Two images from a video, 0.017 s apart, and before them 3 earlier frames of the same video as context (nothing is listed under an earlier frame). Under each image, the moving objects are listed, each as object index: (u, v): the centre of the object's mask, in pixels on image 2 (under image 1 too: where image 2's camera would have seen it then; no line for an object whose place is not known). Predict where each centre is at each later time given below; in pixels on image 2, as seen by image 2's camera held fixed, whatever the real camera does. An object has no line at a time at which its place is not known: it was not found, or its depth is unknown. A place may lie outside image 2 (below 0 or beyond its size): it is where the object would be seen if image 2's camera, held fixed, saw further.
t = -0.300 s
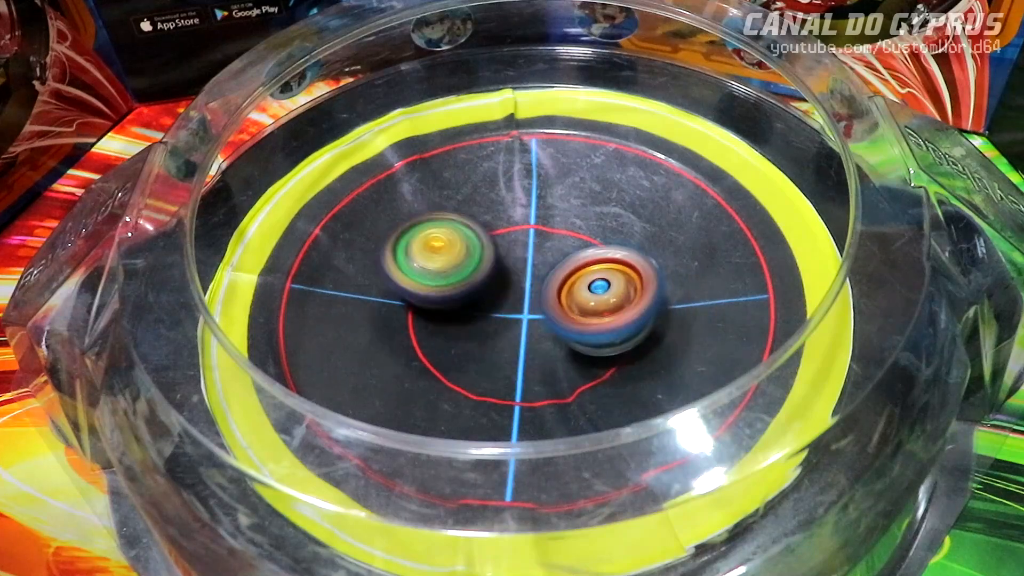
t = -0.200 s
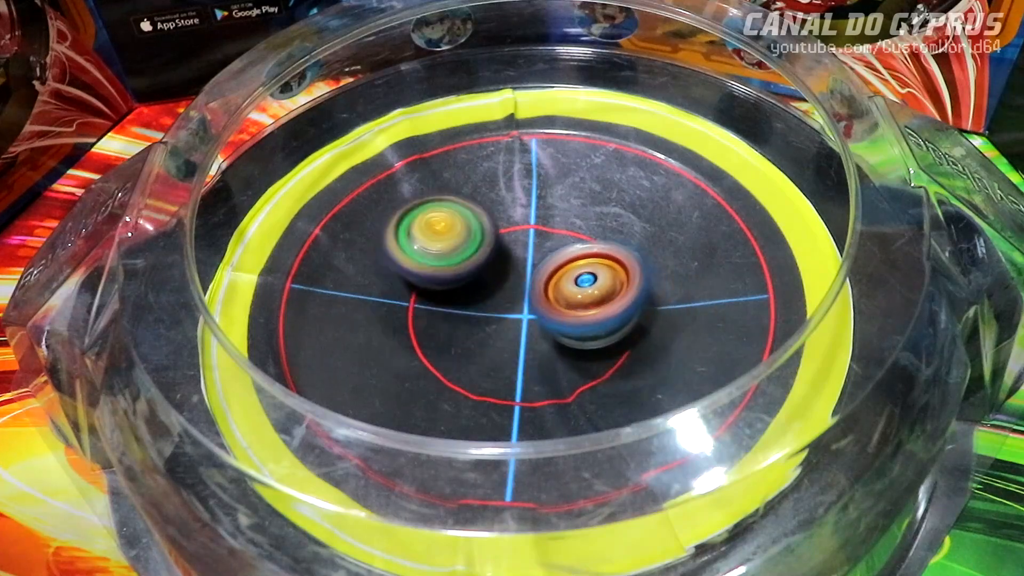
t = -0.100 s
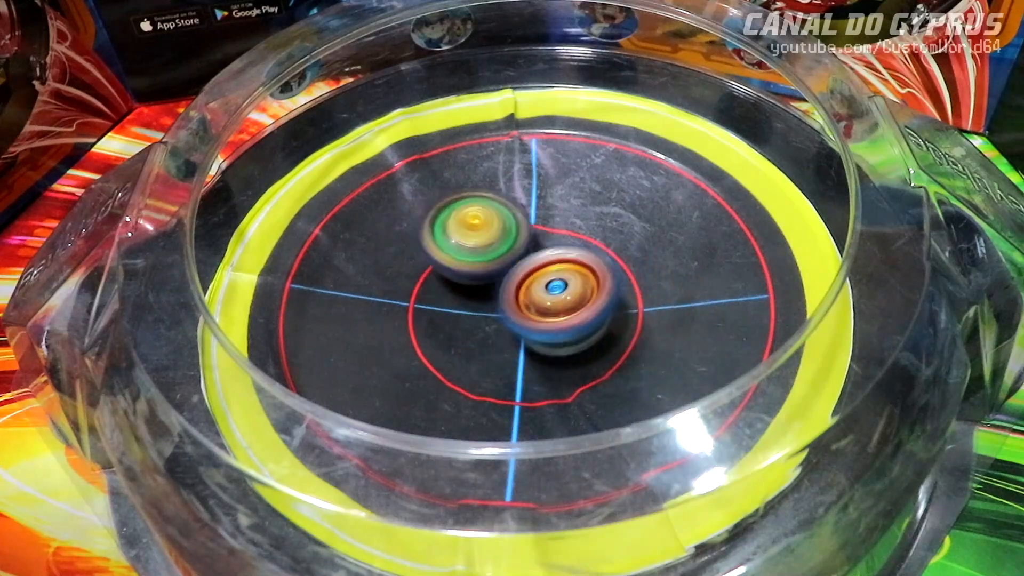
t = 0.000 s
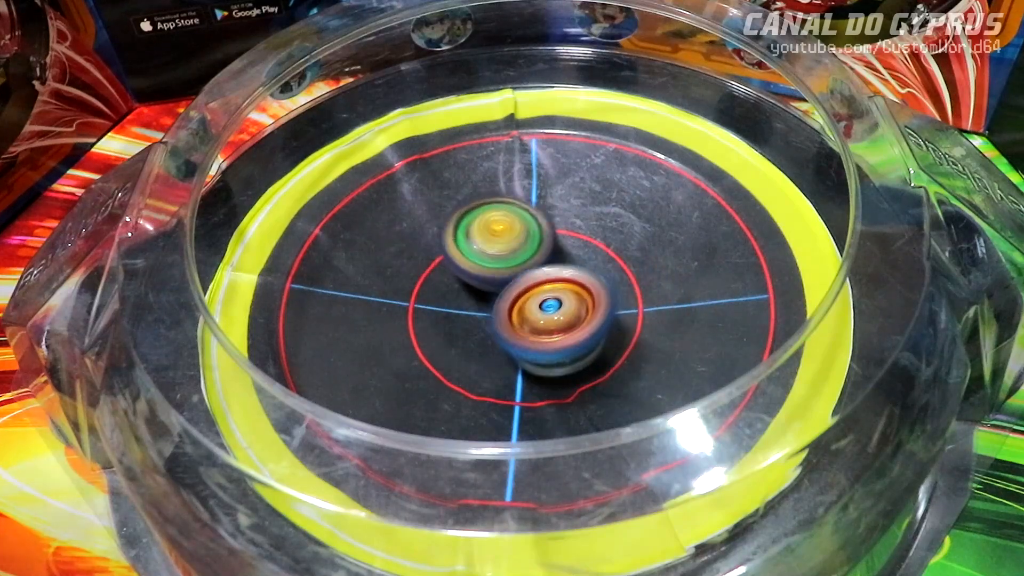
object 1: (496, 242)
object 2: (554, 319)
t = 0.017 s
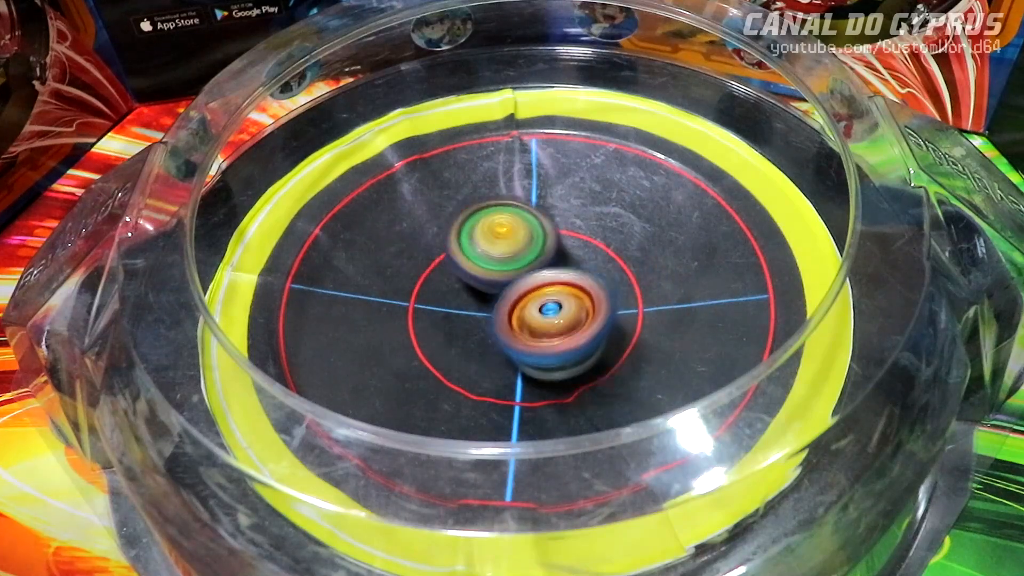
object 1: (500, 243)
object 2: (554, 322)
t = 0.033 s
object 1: (504, 245)
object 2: (555, 327)
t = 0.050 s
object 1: (507, 246)
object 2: (557, 331)
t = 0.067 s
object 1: (510, 247)
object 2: (559, 334)
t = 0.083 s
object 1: (513, 249)
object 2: (561, 336)
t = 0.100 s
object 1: (515, 251)
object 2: (564, 337)
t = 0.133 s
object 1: (519, 256)
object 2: (568, 338)
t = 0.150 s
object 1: (521, 258)
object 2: (571, 339)
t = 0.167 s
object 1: (522, 261)
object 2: (574, 338)
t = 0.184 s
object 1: (523, 263)
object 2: (577, 340)
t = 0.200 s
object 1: (524, 265)
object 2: (580, 340)
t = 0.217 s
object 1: (524, 267)
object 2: (582, 340)
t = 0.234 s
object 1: (524, 268)
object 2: (584, 340)
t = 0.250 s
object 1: (524, 269)
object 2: (585, 341)
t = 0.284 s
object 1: (522, 270)
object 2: (588, 342)
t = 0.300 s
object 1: (522, 271)
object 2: (589, 341)
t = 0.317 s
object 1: (521, 272)
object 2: (591, 342)
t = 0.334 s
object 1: (519, 271)
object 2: (596, 346)
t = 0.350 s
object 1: (516, 271)
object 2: (600, 349)
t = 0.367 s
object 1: (513, 269)
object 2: (604, 349)
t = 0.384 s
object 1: (511, 268)
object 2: (608, 350)
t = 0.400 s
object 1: (510, 269)
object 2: (610, 350)
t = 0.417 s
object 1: (509, 269)
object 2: (611, 350)
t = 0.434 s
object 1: (510, 269)
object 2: (612, 348)
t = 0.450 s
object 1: (511, 270)
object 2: (613, 346)
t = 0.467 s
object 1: (512, 271)
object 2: (613, 345)
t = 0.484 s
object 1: (513, 272)
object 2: (612, 343)
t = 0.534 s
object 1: (516, 276)
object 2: (607, 337)
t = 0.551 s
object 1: (516, 277)
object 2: (605, 335)
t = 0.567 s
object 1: (515, 277)
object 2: (602, 333)
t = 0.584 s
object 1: (514, 277)
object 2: (603, 334)
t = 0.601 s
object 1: (512, 276)
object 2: (603, 334)
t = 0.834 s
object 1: (501, 269)
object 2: (591, 328)
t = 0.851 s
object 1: (501, 269)
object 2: (588, 327)
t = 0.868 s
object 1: (500, 268)
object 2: (588, 326)
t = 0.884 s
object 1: (498, 267)
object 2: (592, 328)
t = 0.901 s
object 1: (495, 266)
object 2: (595, 330)
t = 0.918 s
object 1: (492, 263)
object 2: (597, 330)
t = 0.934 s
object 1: (491, 261)
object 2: (597, 330)
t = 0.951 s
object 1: (489, 260)
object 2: (596, 330)
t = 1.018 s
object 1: (492, 261)
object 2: (588, 325)
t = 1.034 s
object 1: (493, 262)
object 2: (585, 323)
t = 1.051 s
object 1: (494, 262)
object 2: (582, 321)
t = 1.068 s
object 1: (495, 261)
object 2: (580, 320)
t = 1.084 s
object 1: (498, 258)
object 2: (579, 322)
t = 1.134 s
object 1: (504, 250)
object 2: (570, 326)
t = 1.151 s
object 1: (507, 250)
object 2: (567, 326)
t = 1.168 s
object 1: (508, 247)
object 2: (565, 329)
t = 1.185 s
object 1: (507, 244)
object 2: (566, 333)
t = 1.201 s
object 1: (506, 239)
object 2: (567, 337)
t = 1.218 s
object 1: (506, 236)
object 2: (566, 340)
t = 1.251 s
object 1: (507, 233)
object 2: (563, 344)
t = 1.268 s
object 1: (509, 232)
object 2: (561, 345)
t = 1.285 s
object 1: (510, 232)
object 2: (560, 345)
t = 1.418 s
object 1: (528, 242)
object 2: (548, 335)
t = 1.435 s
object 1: (529, 243)
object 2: (547, 332)
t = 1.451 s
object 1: (531, 243)
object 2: (547, 338)
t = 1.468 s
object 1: (526, 230)
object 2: (550, 351)
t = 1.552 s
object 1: (513, 171)
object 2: (552, 394)
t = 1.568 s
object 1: (512, 164)
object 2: (551, 397)
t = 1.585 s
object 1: (512, 159)
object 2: (551, 400)
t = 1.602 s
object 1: (513, 156)
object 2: (551, 400)
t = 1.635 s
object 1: (516, 154)
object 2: (551, 402)
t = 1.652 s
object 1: (520, 153)
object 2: (552, 415)
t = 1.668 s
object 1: (524, 154)
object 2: (552, 415)
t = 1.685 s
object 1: (528, 155)
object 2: (552, 415)
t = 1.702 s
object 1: (531, 155)
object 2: (551, 414)
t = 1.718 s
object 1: (536, 157)
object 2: (550, 414)
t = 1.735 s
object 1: (541, 158)
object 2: (549, 414)
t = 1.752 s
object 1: (545, 160)
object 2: (546, 403)
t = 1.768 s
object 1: (548, 162)
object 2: (546, 402)
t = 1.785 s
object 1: (551, 164)
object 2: (544, 401)
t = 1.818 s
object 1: (557, 169)
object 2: (540, 400)
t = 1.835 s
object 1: (561, 172)
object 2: (537, 399)
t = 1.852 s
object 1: (563, 176)
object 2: (536, 397)
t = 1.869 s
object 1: (565, 179)
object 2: (533, 397)
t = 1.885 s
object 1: (567, 182)
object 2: (530, 396)
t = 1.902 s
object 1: (569, 187)
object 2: (527, 395)
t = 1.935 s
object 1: (571, 194)
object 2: (522, 391)
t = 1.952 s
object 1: (572, 199)
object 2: (519, 389)
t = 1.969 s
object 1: (572, 204)
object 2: (516, 388)
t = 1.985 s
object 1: (572, 209)
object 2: (514, 385)
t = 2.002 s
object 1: (573, 214)
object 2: (512, 383)
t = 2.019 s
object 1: (572, 219)
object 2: (510, 379)
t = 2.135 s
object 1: (563, 257)
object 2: (500, 350)
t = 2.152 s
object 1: (561, 259)
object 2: (499, 345)
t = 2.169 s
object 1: (561, 260)
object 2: (495, 345)
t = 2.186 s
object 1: (564, 250)
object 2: (483, 356)
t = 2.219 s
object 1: (571, 227)
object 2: (458, 377)
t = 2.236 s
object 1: (574, 216)
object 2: (450, 382)
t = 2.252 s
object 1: (576, 207)
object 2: (442, 385)
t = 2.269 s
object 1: (577, 199)
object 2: (437, 387)
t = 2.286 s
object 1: (578, 193)
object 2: (431, 387)
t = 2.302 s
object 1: (579, 190)
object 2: (427, 387)
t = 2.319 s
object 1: (579, 188)
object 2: (423, 387)
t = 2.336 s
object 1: (578, 188)
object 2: (419, 386)
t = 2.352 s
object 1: (579, 190)
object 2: (416, 386)
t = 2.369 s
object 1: (579, 192)
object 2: (414, 385)
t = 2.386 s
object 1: (579, 196)
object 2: (412, 384)
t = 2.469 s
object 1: (581, 215)
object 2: (403, 377)
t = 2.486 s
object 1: (581, 220)
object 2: (401, 375)
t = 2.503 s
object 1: (582, 225)
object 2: (401, 373)
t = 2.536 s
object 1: (580, 236)
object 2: (400, 367)
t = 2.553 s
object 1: (580, 241)
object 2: (399, 364)
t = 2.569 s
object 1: (579, 247)
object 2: (399, 361)
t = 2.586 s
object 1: (577, 252)
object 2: (400, 358)
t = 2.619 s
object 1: (575, 261)
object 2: (401, 350)
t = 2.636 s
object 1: (573, 266)
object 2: (402, 347)
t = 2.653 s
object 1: (570, 272)
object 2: (403, 343)
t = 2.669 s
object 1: (567, 276)
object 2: (405, 340)
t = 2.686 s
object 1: (564, 281)
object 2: (406, 336)
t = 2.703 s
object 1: (561, 285)
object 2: (408, 332)
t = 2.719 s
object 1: (558, 289)
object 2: (411, 329)
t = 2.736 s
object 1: (554, 292)
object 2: (414, 325)
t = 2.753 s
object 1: (551, 296)
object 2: (417, 321)
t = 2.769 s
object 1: (548, 299)
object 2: (420, 317)
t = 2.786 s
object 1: (554, 299)
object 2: (414, 315)
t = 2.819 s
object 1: (580, 296)
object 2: (390, 306)
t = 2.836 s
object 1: (588, 295)
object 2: (381, 302)
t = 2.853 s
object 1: (597, 295)
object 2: (377, 298)
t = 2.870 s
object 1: (603, 295)
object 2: (373, 294)
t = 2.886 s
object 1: (606, 295)
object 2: (371, 290)
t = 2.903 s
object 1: (610, 297)
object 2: (369, 288)
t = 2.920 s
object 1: (612, 299)
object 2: (369, 285)
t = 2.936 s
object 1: (611, 302)
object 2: (368, 282)
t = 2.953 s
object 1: (609, 305)
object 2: (367, 280)
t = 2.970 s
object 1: (608, 309)
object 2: (368, 277)
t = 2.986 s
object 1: (605, 314)
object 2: (368, 274)
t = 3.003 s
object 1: (602, 317)
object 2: (368, 272)
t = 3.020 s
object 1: (599, 320)
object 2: (369, 269)
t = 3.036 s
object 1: (595, 324)
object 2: (370, 266)
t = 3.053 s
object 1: (591, 326)
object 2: (371, 263)
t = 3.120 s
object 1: (574, 334)
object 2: (378, 253)
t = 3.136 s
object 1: (570, 336)
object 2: (379, 251)
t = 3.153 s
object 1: (567, 338)
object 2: (383, 248)
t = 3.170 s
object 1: (563, 339)
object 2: (385, 246)
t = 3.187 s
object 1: (558, 340)
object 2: (389, 244)
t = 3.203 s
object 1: (554, 341)
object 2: (392, 241)
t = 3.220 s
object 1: (550, 342)
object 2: (395, 239)
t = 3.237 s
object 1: (545, 342)
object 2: (399, 237)
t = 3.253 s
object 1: (541, 342)
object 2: (403, 236)
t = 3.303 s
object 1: (530, 341)
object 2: (417, 231)
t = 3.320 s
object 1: (526, 340)
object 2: (421, 230)
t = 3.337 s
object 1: (522, 339)
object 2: (426, 229)
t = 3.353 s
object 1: (519, 337)
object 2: (431, 228)
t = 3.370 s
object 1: (515, 336)
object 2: (436, 227)
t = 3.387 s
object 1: (512, 334)
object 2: (442, 226)
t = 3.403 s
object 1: (510, 332)
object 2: (447, 225)
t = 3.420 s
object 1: (507, 330)
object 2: (452, 224)
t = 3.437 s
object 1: (505, 328)
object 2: (457, 225)
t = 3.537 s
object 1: (504, 326)
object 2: (485, 215)
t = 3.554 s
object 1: (504, 324)
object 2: (490, 215)
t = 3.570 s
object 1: (504, 323)
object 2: (495, 214)
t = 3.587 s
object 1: (505, 322)
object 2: (498, 214)
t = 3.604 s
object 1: (505, 323)
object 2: (502, 214)
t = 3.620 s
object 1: (506, 327)
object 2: (506, 208)
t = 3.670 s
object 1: (508, 332)
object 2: (516, 202)
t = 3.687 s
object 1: (507, 332)
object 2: (518, 201)
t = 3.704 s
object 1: (506, 332)
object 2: (521, 201)
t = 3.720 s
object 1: (506, 333)
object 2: (524, 201)
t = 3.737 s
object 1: (505, 333)
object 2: (526, 201)
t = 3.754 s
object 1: (505, 332)
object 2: (529, 201)
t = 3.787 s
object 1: (504, 332)
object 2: (534, 202)
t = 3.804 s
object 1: (503, 331)
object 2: (537, 203)
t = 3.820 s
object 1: (504, 331)
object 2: (539, 205)
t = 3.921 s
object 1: (503, 326)
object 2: (550, 217)
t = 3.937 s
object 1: (504, 324)
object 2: (552, 220)
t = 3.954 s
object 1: (505, 323)
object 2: (554, 223)
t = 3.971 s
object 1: (505, 323)
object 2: (555, 225)
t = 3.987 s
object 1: (499, 334)
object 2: (562, 220)
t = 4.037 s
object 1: (478, 362)
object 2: (580, 199)
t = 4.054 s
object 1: (474, 368)
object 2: (585, 194)
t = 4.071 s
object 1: (469, 372)
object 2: (589, 192)
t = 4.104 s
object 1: (464, 375)
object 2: (596, 193)
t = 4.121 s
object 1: (462, 376)
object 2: (599, 193)
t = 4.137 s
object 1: (460, 374)
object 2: (600, 194)
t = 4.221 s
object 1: (456, 364)
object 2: (610, 201)
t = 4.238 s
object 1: (455, 362)
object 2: (611, 204)
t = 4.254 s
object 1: (455, 359)
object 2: (614, 207)
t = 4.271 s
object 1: (455, 356)
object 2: (615, 209)
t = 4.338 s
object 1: (456, 344)
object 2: (618, 221)
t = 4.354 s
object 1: (456, 342)
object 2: (620, 225)
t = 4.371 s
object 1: (459, 338)
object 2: (620, 228)
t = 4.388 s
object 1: (459, 335)
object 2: (620, 232)
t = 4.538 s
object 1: (479, 309)
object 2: (610, 270)
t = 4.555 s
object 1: (481, 306)
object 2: (609, 275)
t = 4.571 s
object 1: (482, 303)
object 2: (610, 277)
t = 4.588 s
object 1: (482, 301)
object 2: (613, 279)
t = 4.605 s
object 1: (482, 299)
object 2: (617, 284)
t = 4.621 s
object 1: (481, 296)
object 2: (622, 286)
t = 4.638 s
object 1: (480, 294)
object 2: (627, 289)
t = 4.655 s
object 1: (481, 292)
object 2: (632, 293)
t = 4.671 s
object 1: (483, 290)
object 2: (634, 295)
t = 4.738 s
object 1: (492, 284)
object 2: (640, 305)
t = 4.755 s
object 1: (496, 283)
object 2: (641, 307)
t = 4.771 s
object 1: (499, 281)
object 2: (640, 309)
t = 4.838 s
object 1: (512, 276)
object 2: (635, 319)
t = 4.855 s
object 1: (516, 275)
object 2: (633, 321)
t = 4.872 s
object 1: (519, 275)
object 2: (630, 323)
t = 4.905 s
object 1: (526, 273)
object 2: (625, 326)
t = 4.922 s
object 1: (529, 273)
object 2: (621, 327)
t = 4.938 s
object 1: (532, 272)
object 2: (616, 328)
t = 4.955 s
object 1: (529, 269)
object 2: (618, 331)
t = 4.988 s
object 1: (517, 255)
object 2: (626, 341)
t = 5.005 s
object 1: (511, 249)
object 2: (627, 345)
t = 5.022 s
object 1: (507, 243)
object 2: (626, 349)
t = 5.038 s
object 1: (503, 239)
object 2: (625, 351)
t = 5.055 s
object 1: (502, 235)
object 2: (622, 354)
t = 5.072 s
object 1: (501, 233)
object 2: (619, 356)
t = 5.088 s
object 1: (500, 231)
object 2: (617, 357)
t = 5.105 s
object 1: (502, 229)
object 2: (613, 359)
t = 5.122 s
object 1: (504, 229)
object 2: (610, 360)
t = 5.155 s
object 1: (508, 226)
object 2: (602, 361)
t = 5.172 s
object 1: (510, 226)
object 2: (598, 361)
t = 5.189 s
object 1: (513, 225)
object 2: (594, 361)
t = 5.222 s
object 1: (518, 225)
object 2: (586, 359)
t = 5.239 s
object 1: (521, 225)
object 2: (581, 359)
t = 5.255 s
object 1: (523, 226)
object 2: (575, 357)
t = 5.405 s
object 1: (536, 234)
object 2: (516, 334)
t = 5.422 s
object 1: (538, 235)
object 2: (508, 330)
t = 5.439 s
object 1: (540, 230)
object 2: (495, 332)
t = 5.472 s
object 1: (547, 216)
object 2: (466, 339)
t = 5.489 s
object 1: (550, 212)
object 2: (453, 342)
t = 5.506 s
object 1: (553, 209)
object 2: (440, 344)
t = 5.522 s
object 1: (555, 208)
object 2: (428, 344)
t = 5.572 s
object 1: (558, 206)
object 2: (393, 347)
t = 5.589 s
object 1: (560, 206)
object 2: (382, 346)
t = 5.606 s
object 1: (561, 207)
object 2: (372, 346)
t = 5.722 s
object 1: (563, 217)
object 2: (321, 340)
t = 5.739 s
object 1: (564, 219)
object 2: (317, 339)
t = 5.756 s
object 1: (563, 222)
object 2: (313, 337)
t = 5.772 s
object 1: (563, 225)
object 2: (311, 336)
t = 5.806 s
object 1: (561, 231)
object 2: (307, 333)
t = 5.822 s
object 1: (562, 234)
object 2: (306, 332)
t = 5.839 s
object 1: (561, 237)
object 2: (306, 331)
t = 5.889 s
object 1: (556, 248)
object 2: (308, 325)
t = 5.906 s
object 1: (555, 251)
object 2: (310, 323)
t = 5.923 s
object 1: (554, 254)
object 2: (313, 321)
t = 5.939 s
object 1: (552, 257)
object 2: (315, 319)
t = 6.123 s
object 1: (524, 284)
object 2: (371, 292)
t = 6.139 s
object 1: (521, 287)
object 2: (377, 290)
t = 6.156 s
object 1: (518, 289)
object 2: (385, 287)
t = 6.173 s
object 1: (518, 291)
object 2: (388, 284)
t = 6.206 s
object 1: (532, 290)
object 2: (383, 279)
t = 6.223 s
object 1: (539, 291)
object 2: (382, 276)
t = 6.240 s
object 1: (542, 292)
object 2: (384, 274)
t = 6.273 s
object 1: (547, 293)
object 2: (388, 269)
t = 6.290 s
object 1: (549, 294)
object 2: (391, 266)
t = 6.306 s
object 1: (550, 295)
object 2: (395, 265)
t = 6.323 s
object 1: (549, 297)
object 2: (398, 263)
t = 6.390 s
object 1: (546, 301)
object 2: (419, 260)
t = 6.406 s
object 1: (546, 304)
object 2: (424, 258)
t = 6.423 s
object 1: (549, 305)
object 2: (426, 258)
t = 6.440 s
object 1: (551, 307)
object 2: (428, 255)
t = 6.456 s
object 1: (552, 309)
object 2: (430, 253)
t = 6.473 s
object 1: (553, 311)
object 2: (434, 252)
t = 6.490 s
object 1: (552, 313)
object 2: (437, 250)
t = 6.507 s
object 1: (552, 316)
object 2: (440, 250)
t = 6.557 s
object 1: (550, 321)
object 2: (454, 247)
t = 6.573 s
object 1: (548, 323)
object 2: (458, 245)
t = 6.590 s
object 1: (549, 327)
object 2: (465, 246)
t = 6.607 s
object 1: (552, 330)
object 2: (468, 241)
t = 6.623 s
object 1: (554, 333)
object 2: (470, 238)
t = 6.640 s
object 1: (556, 337)
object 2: (474, 235)
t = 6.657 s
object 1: (555, 338)
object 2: (478, 232)
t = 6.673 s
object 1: (556, 340)
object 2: (482, 230)
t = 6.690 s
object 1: (555, 341)
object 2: (485, 227)
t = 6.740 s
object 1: (553, 345)
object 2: (501, 223)
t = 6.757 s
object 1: (552, 346)
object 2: (508, 222)
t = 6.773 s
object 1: (550, 347)
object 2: (513, 220)
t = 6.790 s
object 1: (550, 348)
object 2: (519, 219)
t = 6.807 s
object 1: (548, 348)
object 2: (523, 218)
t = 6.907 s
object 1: (541, 349)
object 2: (561, 222)
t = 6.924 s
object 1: (540, 349)
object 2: (566, 222)
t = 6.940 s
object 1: (539, 348)
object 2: (572, 223)
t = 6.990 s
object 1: (536, 346)
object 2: (589, 227)
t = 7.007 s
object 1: (535, 345)
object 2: (594, 229)
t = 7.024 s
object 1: (535, 344)
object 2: (601, 231)
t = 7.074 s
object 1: (534, 340)
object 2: (612, 234)
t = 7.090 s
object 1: (534, 339)
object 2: (616, 237)
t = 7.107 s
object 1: (534, 337)
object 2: (621, 238)
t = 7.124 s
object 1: (533, 336)
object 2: (623, 241)
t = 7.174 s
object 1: (533, 330)
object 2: (632, 248)
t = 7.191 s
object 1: (533, 328)
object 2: (632, 249)
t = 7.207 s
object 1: (532, 327)
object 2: (635, 252)
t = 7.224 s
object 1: (528, 326)
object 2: (639, 251)
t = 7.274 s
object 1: (518, 326)
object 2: (657, 247)
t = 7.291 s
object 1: (516, 325)
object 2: (662, 245)
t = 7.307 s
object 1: (515, 323)
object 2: (665, 246)
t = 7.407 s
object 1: (511, 310)
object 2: (682, 243)
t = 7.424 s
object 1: (512, 307)
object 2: (683, 244)
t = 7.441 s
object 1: (511, 305)
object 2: (682, 245)
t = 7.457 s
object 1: (512, 303)
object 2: (683, 246)
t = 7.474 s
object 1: (512, 301)
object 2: (681, 247)
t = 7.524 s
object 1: (513, 293)
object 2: (675, 253)
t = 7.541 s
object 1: (514, 291)
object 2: (673, 254)
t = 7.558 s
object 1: (514, 289)
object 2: (669, 257)
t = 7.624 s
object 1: (517, 280)
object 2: (650, 268)
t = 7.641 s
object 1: (518, 279)
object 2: (645, 271)
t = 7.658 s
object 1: (515, 277)
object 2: (641, 273)
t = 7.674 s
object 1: (508, 275)
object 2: (643, 274)
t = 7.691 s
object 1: (502, 275)
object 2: (644, 276)
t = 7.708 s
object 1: (496, 275)
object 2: (645, 278)
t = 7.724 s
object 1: (493, 273)
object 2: (643, 279)
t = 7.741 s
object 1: (491, 273)
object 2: (642, 281)
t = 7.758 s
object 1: (490, 271)
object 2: (640, 283)
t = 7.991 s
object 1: (486, 250)
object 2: (578, 310)
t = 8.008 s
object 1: (486, 249)
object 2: (573, 311)
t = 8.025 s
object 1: (485, 246)
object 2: (570, 315)
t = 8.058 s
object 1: (483, 243)
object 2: (567, 323)
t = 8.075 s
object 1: (483, 242)
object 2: (566, 326)
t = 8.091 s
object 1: (483, 242)
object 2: (562, 328)
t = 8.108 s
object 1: (483, 242)
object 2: (559, 330)
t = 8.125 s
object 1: (484, 242)
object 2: (556, 331)
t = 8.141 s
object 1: (484, 242)
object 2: (553, 332)
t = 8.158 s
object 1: (486, 242)
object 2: (550, 333)
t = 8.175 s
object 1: (487, 243)
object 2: (547, 333)
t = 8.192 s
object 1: (488, 243)
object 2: (544, 334)
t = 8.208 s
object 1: (490, 244)
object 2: (540, 334)
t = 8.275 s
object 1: (494, 244)
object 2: (527, 335)
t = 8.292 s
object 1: (495, 245)
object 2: (523, 336)
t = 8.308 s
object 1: (496, 245)
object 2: (519, 336)
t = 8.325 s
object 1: (496, 244)
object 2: (516, 340)
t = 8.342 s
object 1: (498, 241)
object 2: (513, 345)
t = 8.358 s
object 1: (498, 239)
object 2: (510, 351)
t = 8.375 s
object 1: (499, 238)
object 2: (507, 353)
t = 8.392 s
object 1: (500, 238)
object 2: (504, 355)
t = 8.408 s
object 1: (502, 239)
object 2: (501, 356)
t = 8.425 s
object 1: (504, 240)
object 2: (497, 357)
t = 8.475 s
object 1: (509, 245)
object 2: (488, 358)
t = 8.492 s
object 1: (511, 246)
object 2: (486, 358)
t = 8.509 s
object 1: (513, 248)
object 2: (484, 357)
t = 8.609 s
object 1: (523, 260)
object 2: (472, 348)
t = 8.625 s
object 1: (524, 262)
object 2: (471, 346)
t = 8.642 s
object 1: (525, 262)
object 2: (468, 345)
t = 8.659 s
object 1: (531, 257)
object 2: (459, 351)
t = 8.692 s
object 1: (541, 244)
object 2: (444, 361)
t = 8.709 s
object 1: (545, 240)
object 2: (438, 364)
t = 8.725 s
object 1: (548, 237)
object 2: (433, 365)
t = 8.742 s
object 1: (551, 235)
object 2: (429, 366)
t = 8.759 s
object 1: (554, 234)
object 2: (425, 365)
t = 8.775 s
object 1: (555, 235)
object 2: (423, 364)
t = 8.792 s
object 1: (559, 237)
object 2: (421, 363)
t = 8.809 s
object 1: (560, 238)
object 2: (420, 362)
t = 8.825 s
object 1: (563, 240)
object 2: (418, 360)
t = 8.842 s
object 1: (565, 242)
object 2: (417, 357)
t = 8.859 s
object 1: (568, 244)
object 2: (417, 355)
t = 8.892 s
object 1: (572, 248)
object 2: (417, 350)
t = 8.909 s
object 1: (573, 251)
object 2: (417, 346)
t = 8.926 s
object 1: (576, 253)
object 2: (418, 344)
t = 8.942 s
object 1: (576, 255)
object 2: (419, 341)
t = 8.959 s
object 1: (578, 257)
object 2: (420, 338)
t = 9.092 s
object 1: (585, 275)
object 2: (439, 311)
